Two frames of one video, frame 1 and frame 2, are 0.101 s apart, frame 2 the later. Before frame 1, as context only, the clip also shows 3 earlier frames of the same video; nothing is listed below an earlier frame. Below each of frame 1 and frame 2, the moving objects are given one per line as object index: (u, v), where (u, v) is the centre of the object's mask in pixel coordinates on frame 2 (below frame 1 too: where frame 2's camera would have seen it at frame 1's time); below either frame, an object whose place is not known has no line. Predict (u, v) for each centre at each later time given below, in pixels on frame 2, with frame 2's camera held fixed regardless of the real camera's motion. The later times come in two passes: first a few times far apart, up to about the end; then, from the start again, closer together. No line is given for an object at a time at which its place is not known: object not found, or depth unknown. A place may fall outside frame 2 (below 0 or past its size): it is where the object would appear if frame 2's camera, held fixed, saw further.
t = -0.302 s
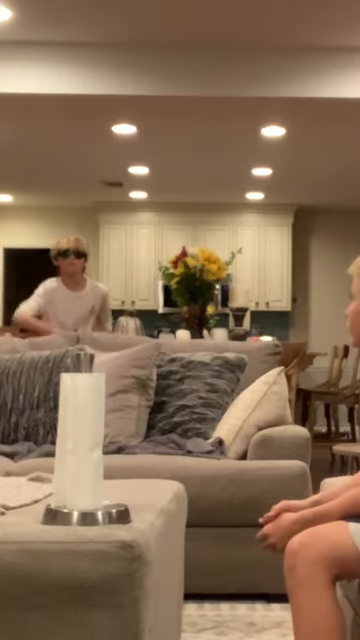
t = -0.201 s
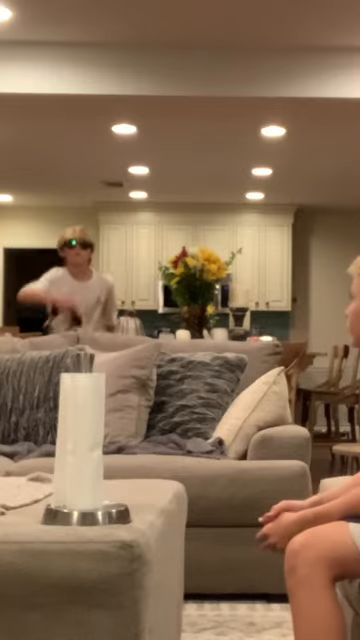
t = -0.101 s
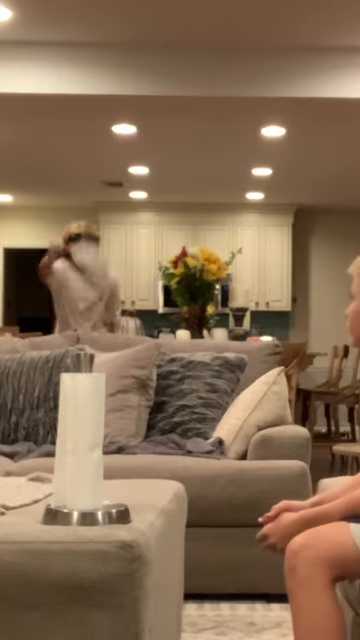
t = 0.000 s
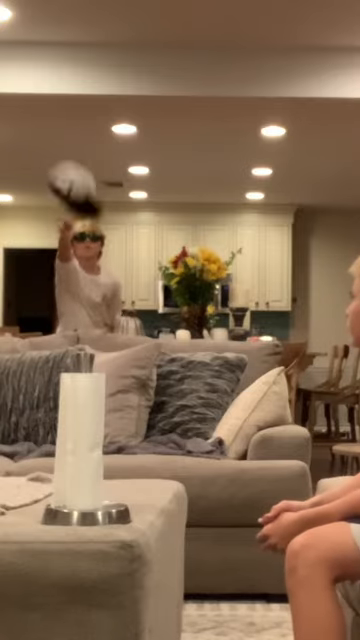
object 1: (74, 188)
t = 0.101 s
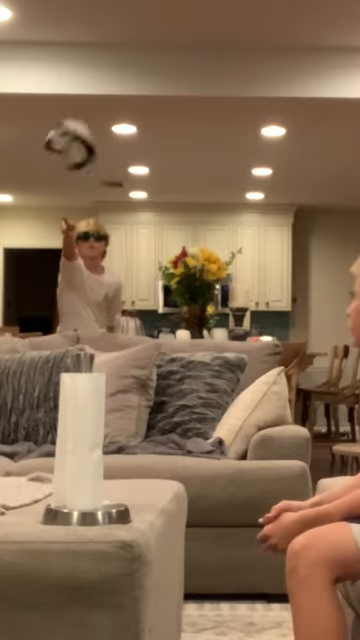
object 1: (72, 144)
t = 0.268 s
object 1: (68, 86)
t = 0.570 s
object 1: (81, 153)
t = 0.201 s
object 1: (72, 109)
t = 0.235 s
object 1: (71, 98)
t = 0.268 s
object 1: (68, 86)
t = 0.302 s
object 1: (64, 79)
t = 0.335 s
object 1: (61, 78)
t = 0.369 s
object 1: (61, 83)
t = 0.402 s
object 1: (65, 95)
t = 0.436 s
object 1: (62, 104)
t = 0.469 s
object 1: (65, 113)
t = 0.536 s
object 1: (77, 138)
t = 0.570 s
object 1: (81, 153)
